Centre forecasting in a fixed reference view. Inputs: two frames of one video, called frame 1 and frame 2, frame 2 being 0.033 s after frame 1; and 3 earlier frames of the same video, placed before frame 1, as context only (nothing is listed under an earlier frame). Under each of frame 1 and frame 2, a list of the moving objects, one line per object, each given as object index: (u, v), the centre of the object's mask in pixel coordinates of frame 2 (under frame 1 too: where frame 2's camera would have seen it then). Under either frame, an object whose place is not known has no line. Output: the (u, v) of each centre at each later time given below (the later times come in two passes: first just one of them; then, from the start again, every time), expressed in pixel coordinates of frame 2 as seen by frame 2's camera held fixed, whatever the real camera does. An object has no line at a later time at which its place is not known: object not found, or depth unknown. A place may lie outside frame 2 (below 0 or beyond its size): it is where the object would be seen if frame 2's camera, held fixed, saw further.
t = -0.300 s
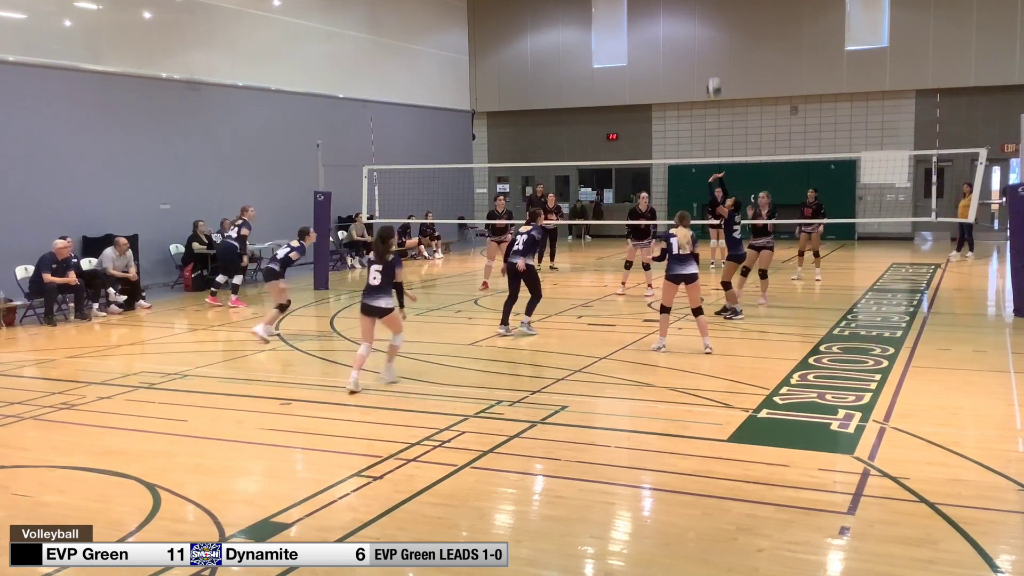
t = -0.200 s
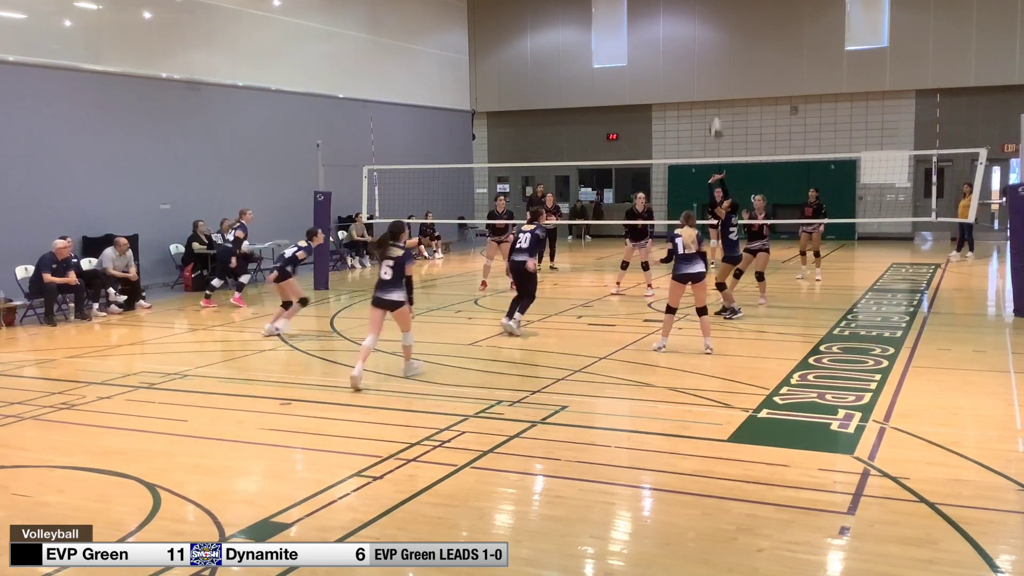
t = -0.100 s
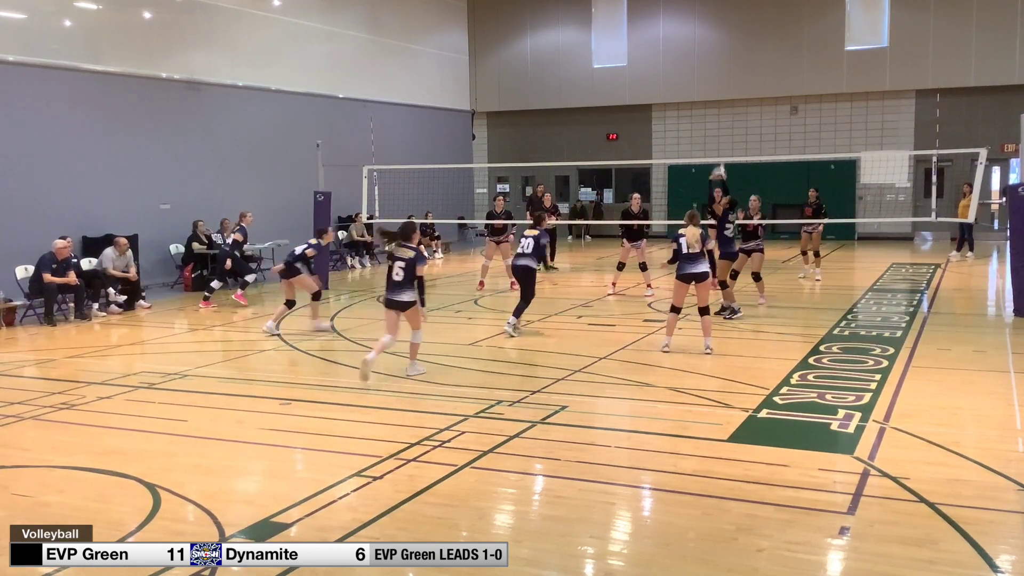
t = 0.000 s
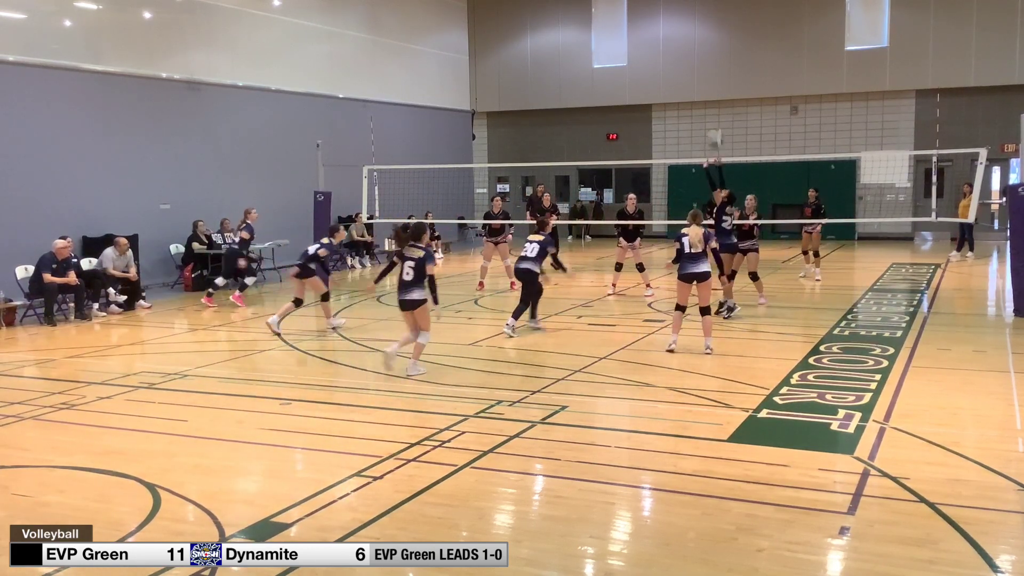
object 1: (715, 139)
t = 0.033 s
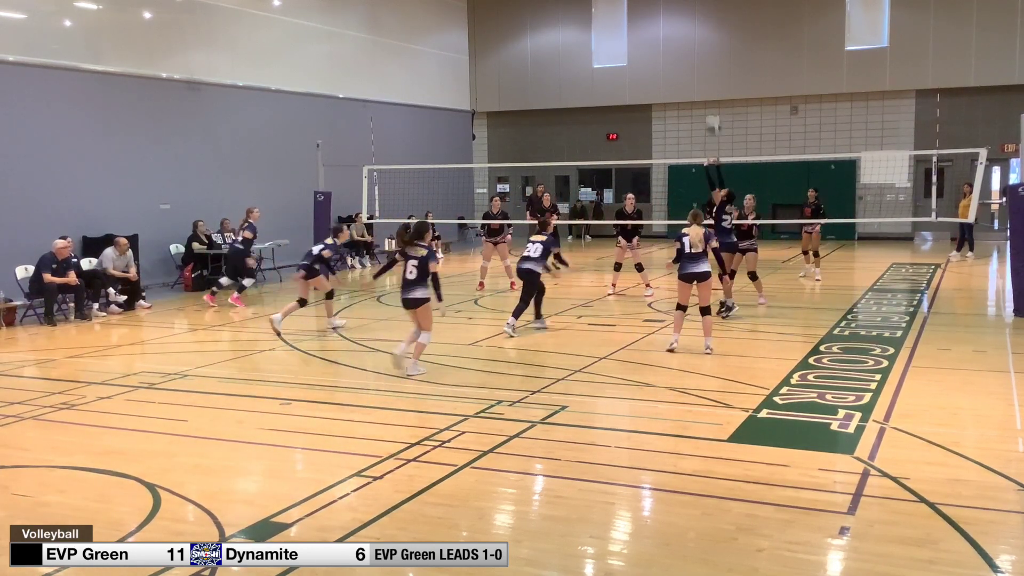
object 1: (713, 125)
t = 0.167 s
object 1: (705, 74)
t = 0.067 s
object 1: (711, 110)
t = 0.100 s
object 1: (709, 98)
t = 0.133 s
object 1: (707, 85)
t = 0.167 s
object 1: (705, 74)
